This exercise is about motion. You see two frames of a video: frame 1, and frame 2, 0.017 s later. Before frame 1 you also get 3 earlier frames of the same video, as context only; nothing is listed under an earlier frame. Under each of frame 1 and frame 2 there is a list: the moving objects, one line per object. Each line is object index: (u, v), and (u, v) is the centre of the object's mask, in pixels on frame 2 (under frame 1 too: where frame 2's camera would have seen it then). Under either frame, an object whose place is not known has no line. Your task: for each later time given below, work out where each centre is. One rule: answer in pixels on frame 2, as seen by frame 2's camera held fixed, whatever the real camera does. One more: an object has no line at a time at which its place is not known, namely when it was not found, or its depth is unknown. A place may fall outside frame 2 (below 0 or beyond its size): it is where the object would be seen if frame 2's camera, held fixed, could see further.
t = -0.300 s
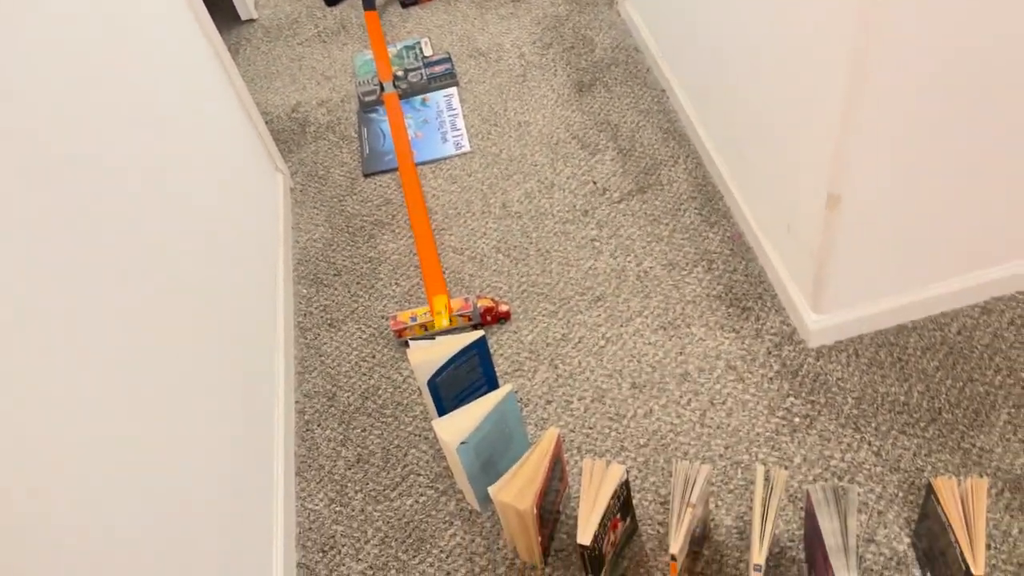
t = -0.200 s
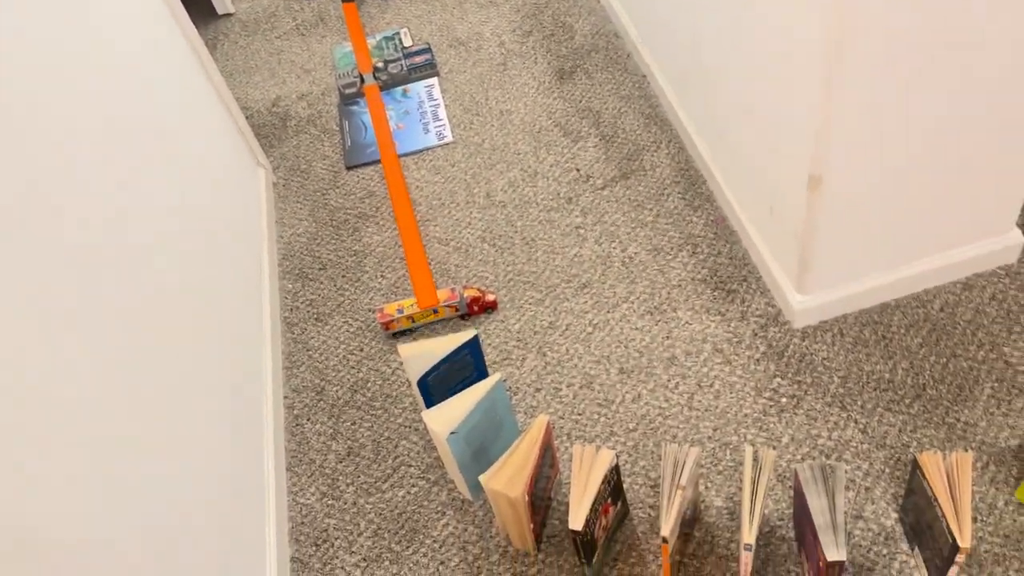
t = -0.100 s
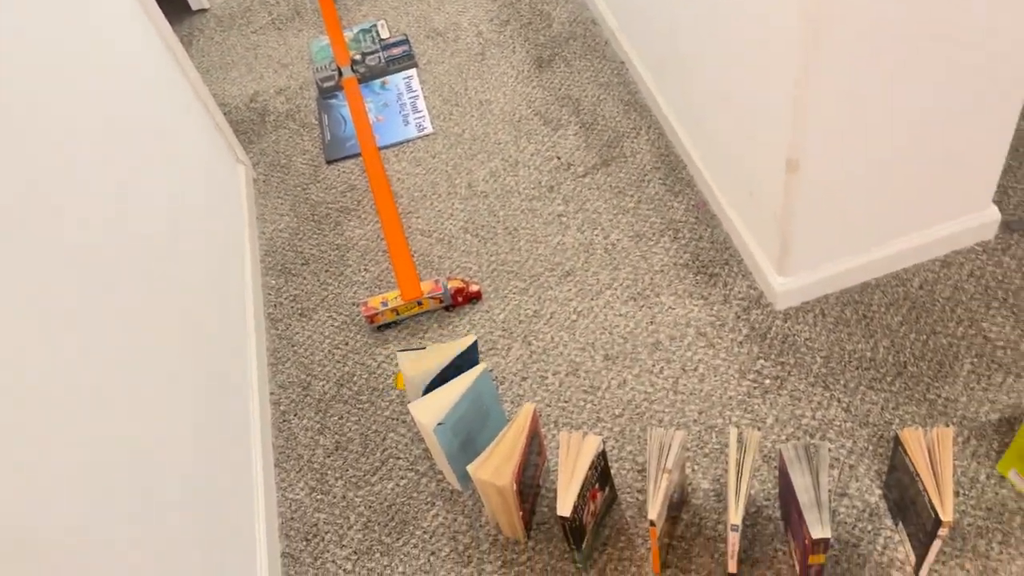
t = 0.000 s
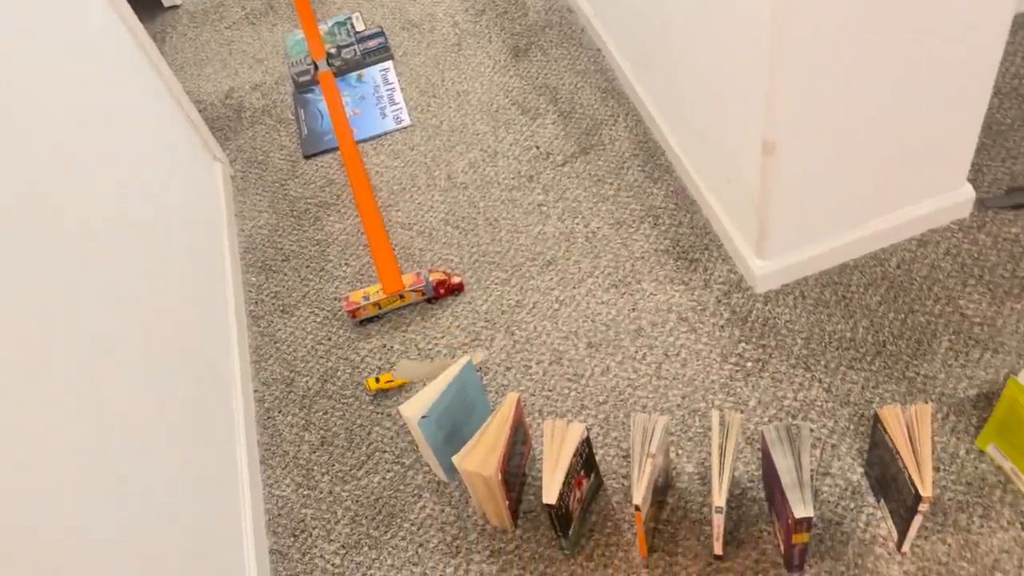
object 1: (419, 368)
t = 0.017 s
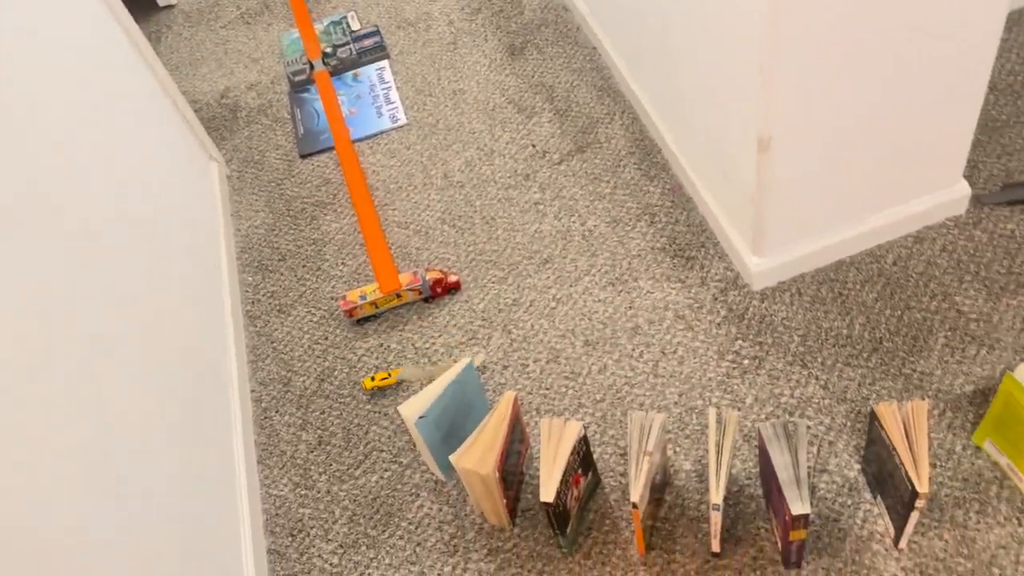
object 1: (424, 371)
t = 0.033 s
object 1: (424, 375)
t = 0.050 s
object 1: (430, 376)
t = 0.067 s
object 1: (436, 378)
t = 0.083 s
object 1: (444, 380)
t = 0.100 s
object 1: (445, 383)
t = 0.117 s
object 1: (447, 385)
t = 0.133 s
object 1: (450, 388)
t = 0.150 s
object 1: (452, 390)
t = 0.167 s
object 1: (454, 393)
